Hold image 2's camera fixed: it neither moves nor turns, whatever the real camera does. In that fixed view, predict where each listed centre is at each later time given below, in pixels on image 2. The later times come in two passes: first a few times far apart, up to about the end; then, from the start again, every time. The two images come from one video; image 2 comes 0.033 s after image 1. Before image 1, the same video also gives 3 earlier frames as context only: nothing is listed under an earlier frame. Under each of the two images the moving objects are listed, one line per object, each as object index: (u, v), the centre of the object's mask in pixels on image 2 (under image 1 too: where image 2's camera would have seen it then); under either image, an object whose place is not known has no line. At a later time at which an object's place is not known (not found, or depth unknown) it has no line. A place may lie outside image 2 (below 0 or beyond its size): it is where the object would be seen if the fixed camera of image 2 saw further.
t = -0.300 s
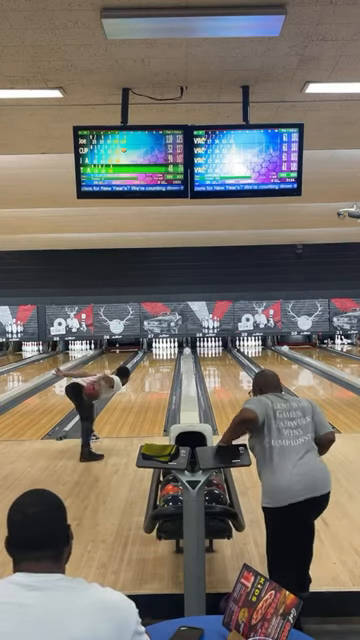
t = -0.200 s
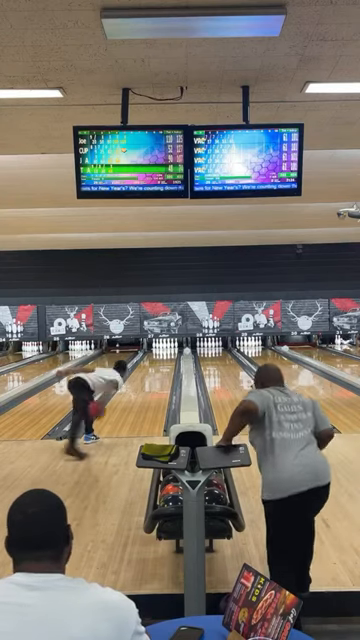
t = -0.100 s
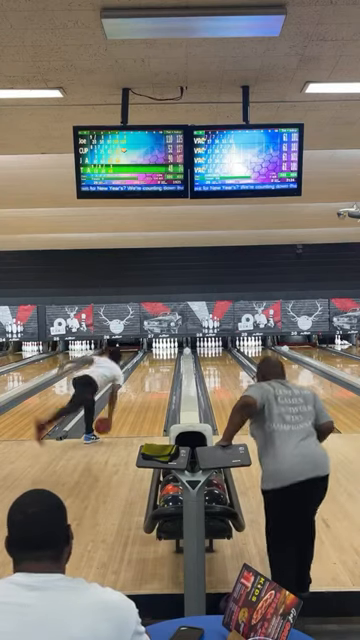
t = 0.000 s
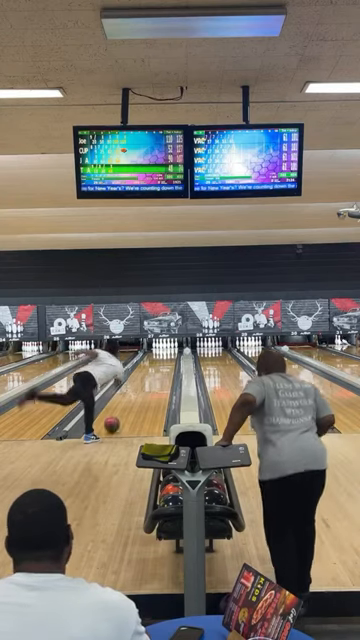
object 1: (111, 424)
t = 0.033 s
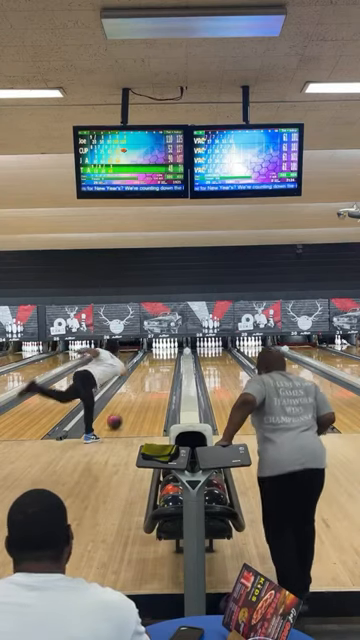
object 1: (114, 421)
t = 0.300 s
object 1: (131, 402)
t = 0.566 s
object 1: (144, 388)
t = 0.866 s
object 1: (153, 377)
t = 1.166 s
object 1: (160, 369)
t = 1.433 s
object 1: (165, 363)
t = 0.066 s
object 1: (117, 418)
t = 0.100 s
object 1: (119, 415)
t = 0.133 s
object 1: (121, 413)
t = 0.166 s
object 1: (123, 410)
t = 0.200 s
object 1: (126, 408)
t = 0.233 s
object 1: (127, 406)
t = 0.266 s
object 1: (130, 404)
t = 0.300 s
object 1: (131, 402)
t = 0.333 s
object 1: (133, 400)
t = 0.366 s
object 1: (135, 398)
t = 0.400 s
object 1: (136, 396)
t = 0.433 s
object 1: (138, 394)
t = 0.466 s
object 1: (139, 392)
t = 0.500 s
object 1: (141, 391)
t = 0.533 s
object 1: (142, 389)
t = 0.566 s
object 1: (144, 388)
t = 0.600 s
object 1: (145, 387)
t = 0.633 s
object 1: (146, 385)
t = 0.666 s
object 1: (147, 384)
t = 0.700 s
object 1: (149, 383)
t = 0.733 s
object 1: (149, 381)
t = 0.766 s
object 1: (150, 381)
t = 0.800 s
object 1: (151, 379)
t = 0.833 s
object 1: (152, 378)
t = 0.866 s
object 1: (153, 377)
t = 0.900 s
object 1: (154, 376)
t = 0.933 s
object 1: (155, 375)
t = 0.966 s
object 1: (156, 374)
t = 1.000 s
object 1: (157, 373)
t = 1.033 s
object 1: (158, 372)
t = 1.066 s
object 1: (158, 371)
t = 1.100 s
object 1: (159, 370)
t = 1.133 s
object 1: (159, 370)
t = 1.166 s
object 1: (160, 369)
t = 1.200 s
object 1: (161, 368)
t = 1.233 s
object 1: (162, 368)
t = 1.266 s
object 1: (162, 367)
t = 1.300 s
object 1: (163, 366)
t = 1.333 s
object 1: (163, 365)
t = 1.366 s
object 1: (164, 364)
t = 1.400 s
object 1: (164, 363)
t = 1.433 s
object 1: (165, 363)
